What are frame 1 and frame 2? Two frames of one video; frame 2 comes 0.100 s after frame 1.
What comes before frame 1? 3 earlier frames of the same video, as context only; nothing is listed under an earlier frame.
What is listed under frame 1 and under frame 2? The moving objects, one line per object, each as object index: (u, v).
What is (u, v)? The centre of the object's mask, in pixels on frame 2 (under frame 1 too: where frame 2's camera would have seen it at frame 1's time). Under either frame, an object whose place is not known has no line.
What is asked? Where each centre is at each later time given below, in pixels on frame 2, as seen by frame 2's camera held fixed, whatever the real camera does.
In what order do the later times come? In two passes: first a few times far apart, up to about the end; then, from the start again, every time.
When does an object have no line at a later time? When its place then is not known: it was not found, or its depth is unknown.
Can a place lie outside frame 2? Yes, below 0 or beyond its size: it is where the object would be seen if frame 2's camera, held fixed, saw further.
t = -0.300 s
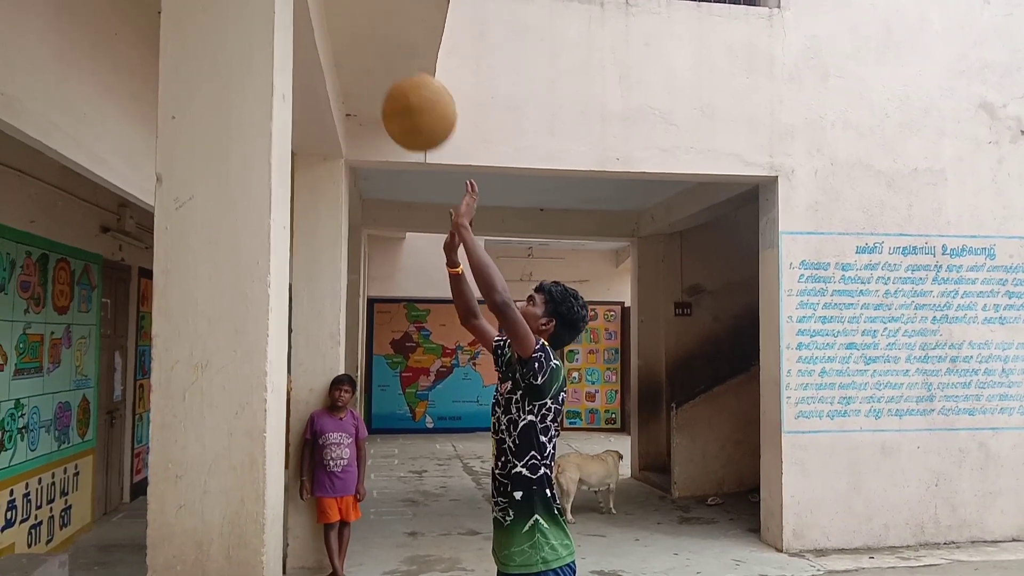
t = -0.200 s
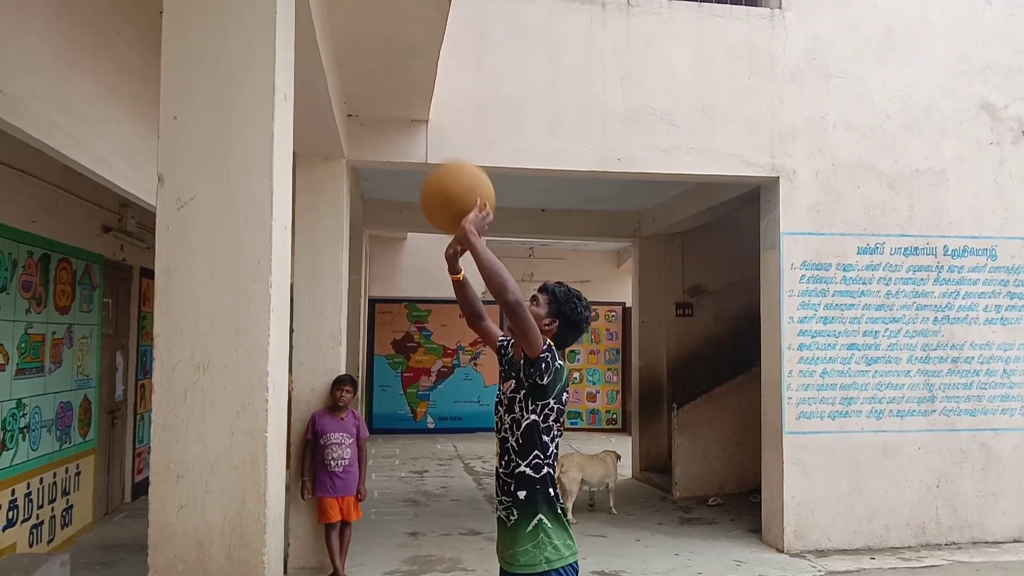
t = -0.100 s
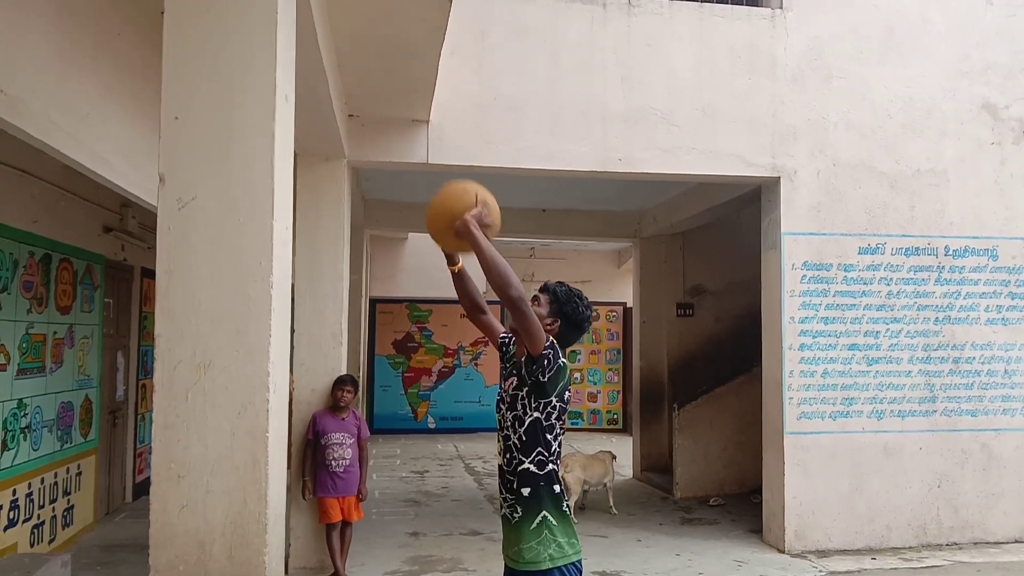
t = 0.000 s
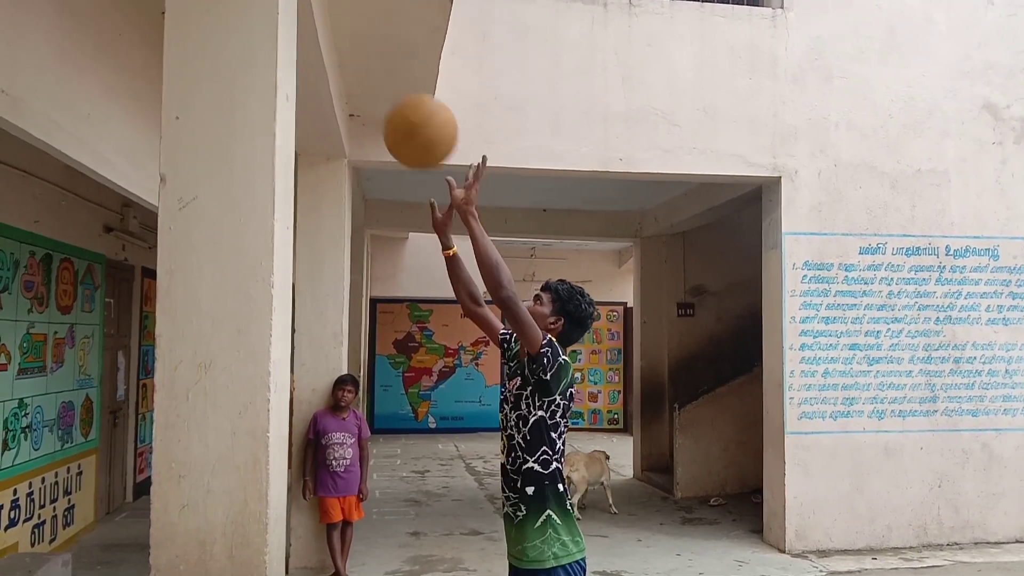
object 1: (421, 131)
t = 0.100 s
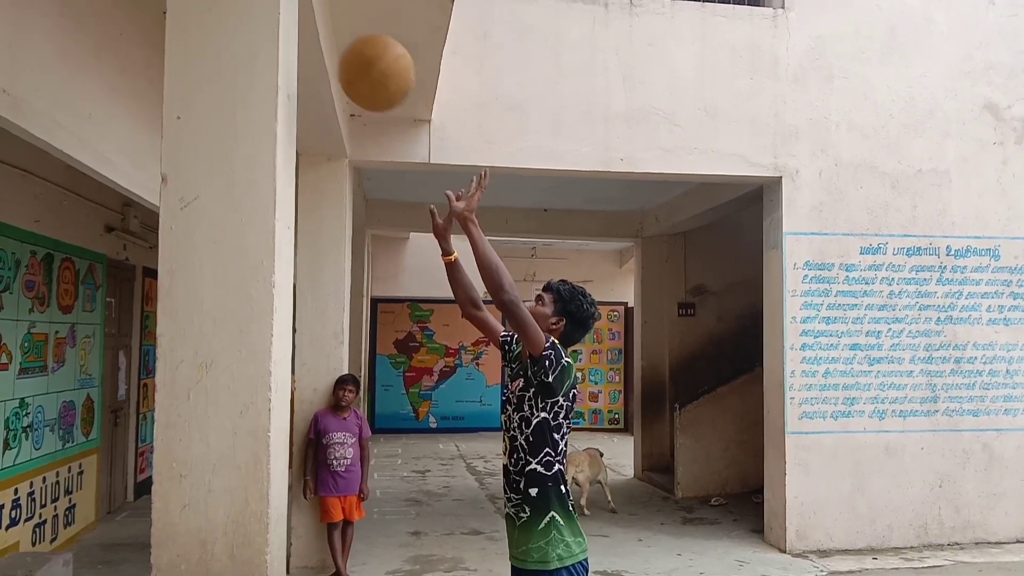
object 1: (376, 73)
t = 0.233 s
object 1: (341, 43)
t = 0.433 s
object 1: (423, 108)
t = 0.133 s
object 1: (361, 60)
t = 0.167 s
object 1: (345, 50)
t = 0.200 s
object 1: (330, 44)
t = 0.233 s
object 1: (341, 43)
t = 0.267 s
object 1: (355, 45)
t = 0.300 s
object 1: (369, 51)
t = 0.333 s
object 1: (383, 60)
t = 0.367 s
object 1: (396, 72)
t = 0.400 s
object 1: (410, 89)
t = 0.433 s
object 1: (423, 108)
